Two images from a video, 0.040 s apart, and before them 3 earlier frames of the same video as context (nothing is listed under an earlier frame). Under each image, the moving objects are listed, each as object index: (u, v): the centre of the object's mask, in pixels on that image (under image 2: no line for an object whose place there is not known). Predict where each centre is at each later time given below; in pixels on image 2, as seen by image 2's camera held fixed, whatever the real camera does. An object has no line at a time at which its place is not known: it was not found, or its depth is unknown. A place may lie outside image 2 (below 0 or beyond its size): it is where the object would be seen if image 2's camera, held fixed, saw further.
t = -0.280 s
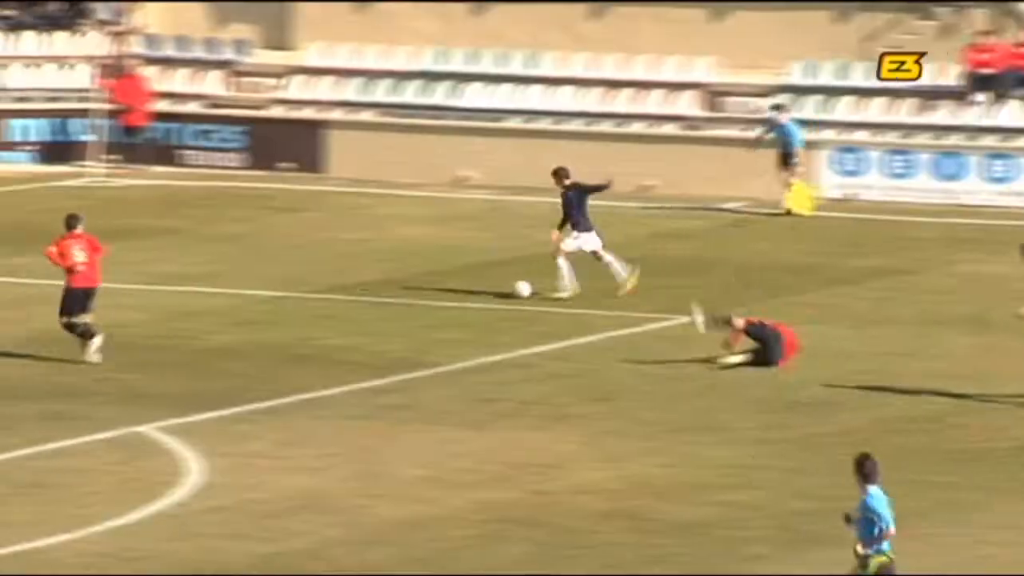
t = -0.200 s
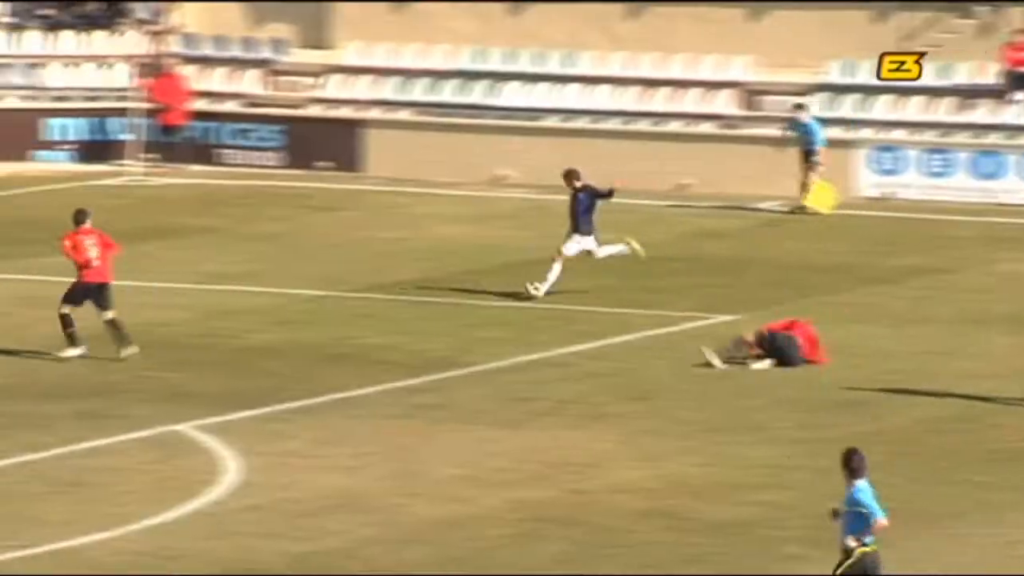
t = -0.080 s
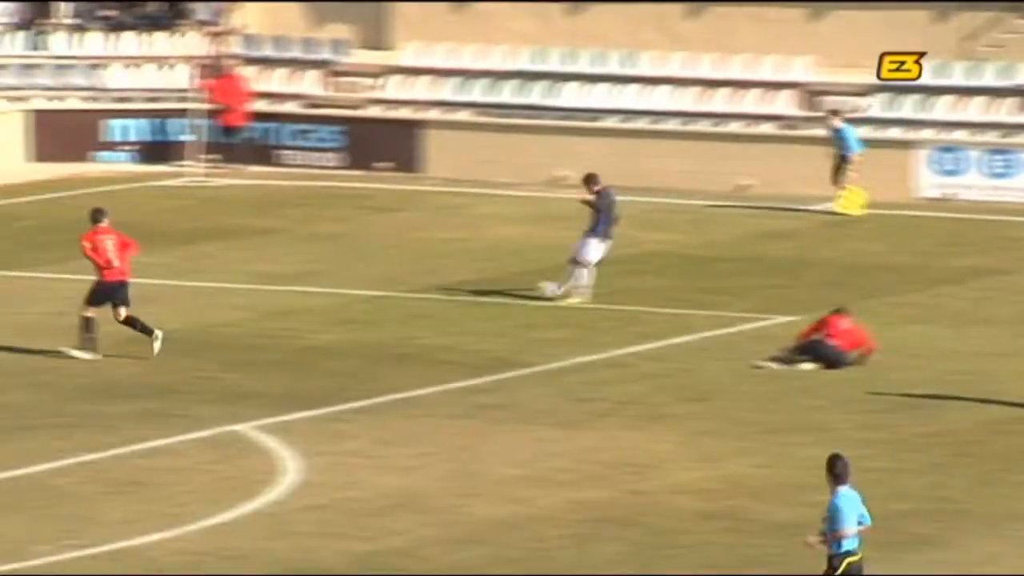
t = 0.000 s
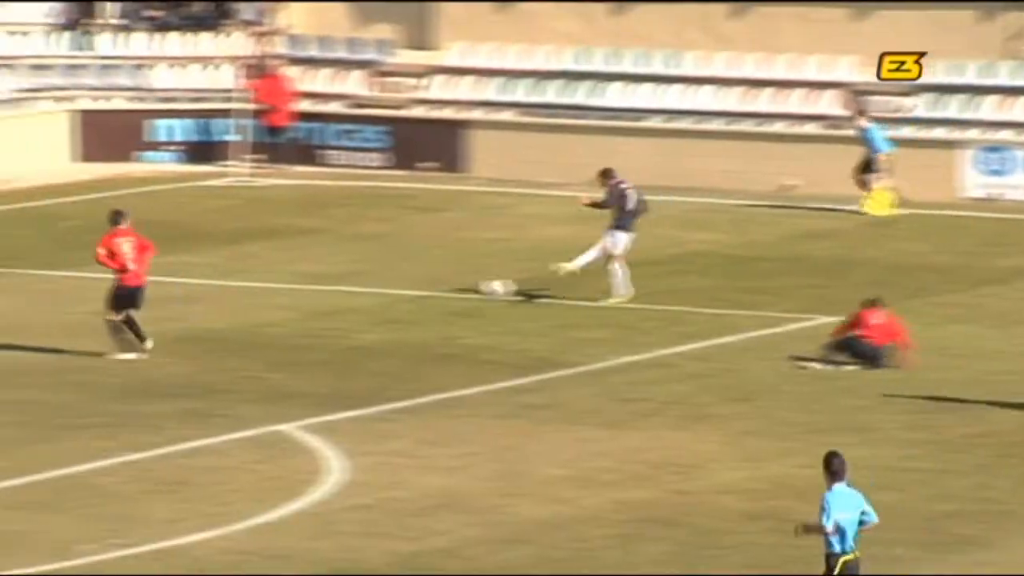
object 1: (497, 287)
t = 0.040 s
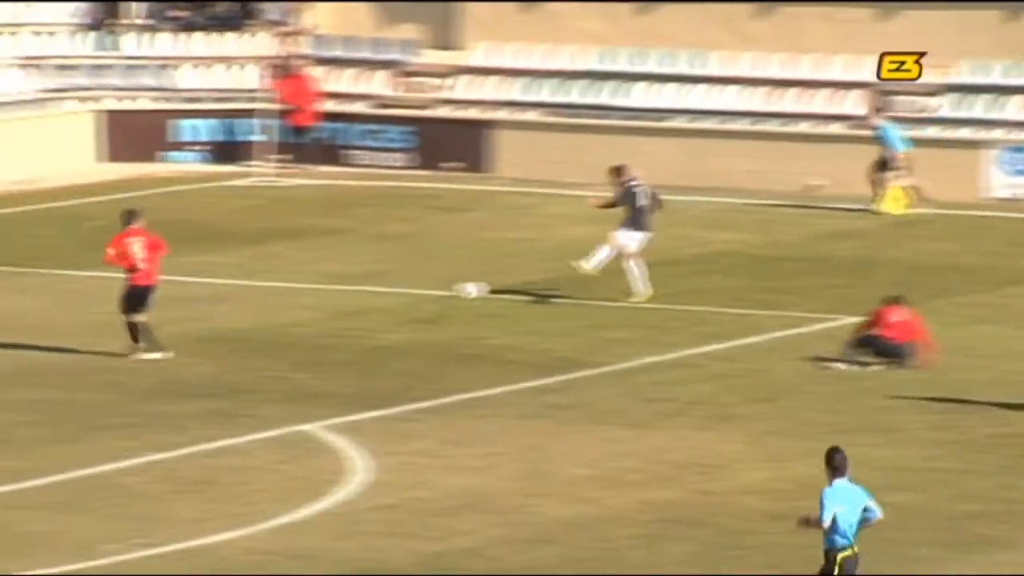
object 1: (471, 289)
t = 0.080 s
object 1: (422, 293)
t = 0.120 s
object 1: (373, 299)
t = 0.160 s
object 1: (326, 307)
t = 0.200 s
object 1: (279, 317)
